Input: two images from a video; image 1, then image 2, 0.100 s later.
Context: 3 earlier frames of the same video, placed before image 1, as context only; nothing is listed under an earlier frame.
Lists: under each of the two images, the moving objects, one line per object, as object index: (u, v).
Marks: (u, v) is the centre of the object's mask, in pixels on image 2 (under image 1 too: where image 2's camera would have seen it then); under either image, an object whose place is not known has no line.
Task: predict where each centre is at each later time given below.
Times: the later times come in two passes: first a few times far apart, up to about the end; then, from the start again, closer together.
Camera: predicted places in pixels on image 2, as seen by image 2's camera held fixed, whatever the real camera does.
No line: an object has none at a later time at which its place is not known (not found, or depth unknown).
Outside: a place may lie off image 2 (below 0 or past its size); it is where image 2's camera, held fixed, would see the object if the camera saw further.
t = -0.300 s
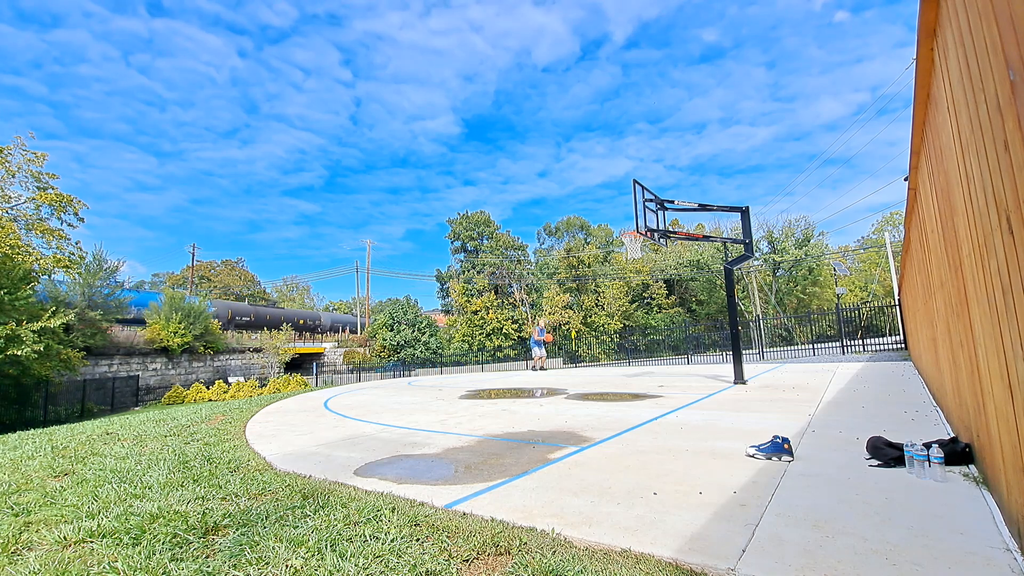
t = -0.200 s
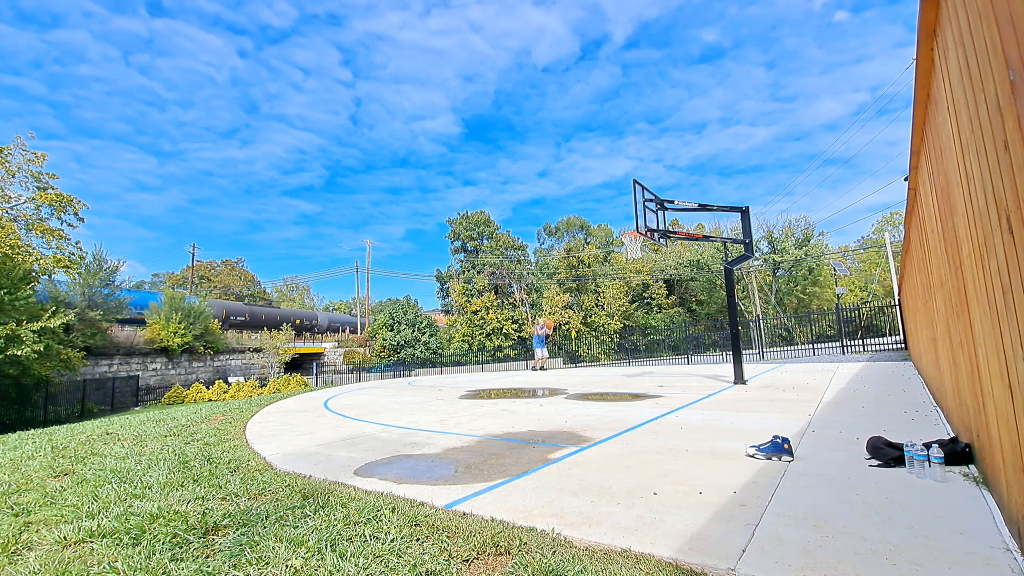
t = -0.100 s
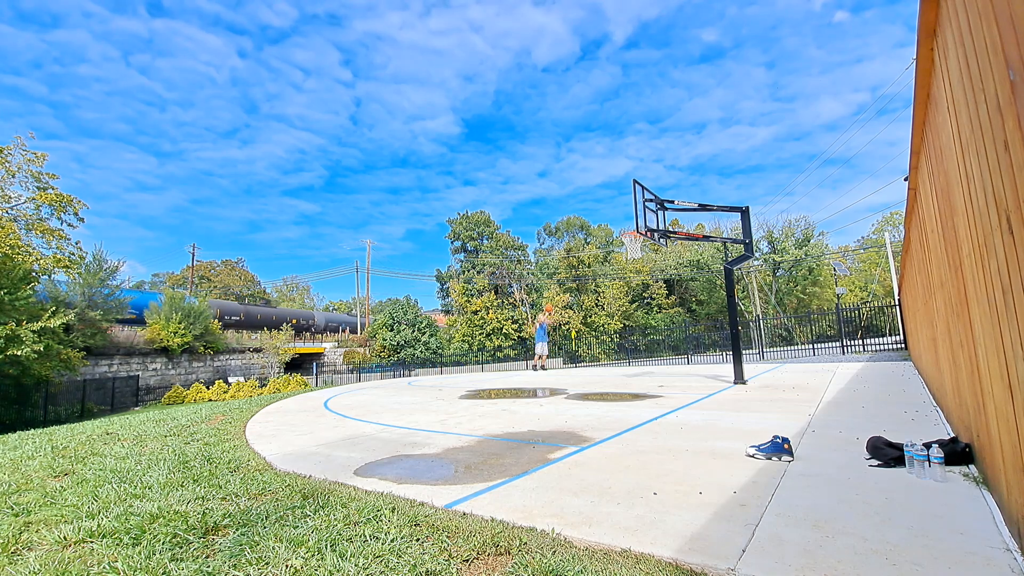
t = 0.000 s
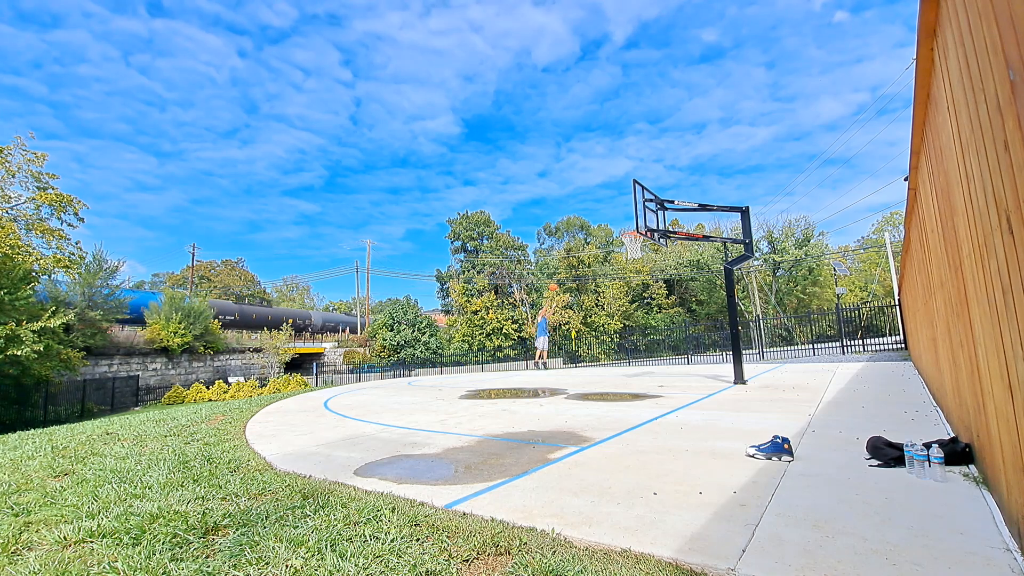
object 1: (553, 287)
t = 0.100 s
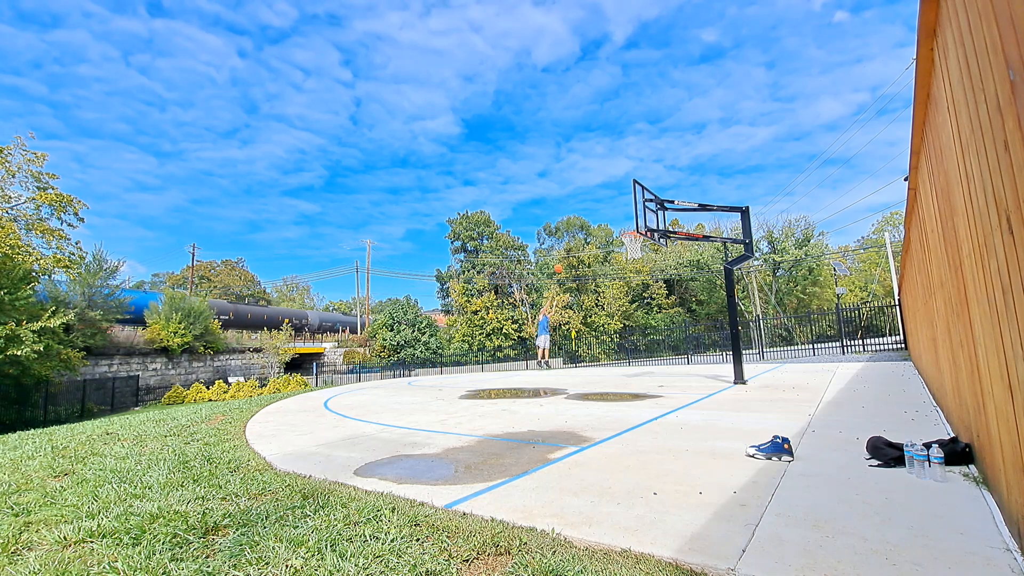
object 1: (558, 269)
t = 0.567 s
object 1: (587, 212)
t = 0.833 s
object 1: (609, 210)
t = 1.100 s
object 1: (633, 229)
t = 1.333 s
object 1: (631, 220)
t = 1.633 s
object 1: (604, 245)
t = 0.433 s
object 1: (577, 222)
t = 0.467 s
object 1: (580, 219)
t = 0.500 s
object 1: (582, 217)
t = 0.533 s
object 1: (584, 214)
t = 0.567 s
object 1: (587, 212)
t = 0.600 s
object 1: (589, 210)
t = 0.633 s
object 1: (592, 209)
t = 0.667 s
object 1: (594, 208)
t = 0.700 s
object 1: (597, 208)
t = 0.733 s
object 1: (600, 208)
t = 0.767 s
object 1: (603, 208)
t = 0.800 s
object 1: (606, 208)
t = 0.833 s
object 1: (609, 210)
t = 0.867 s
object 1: (612, 211)
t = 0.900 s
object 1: (616, 213)
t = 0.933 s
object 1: (619, 216)
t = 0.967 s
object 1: (623, 219)
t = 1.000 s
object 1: (626, 222)
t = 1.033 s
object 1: (630, 227)
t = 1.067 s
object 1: (632, 230)
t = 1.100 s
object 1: (633, 229)
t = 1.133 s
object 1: (633, 227)
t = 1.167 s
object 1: (633, 224)
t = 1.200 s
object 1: (637, 222)
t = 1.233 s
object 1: (638, 221)
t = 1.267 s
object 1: (638, 220)
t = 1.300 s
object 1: (633, 220)
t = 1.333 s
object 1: (631, 220)
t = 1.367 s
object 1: (629, 220)
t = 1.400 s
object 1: (626, 221)
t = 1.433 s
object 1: (623, 223)
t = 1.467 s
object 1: (620, 225)
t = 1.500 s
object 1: (617, 228)
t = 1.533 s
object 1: (613, 231)
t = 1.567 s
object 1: (610, 235)
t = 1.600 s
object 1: (607, 240)
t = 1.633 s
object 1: (604, 245)
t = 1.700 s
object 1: (598, 257)
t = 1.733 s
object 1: (595, 263)
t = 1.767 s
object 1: (592, 271)
